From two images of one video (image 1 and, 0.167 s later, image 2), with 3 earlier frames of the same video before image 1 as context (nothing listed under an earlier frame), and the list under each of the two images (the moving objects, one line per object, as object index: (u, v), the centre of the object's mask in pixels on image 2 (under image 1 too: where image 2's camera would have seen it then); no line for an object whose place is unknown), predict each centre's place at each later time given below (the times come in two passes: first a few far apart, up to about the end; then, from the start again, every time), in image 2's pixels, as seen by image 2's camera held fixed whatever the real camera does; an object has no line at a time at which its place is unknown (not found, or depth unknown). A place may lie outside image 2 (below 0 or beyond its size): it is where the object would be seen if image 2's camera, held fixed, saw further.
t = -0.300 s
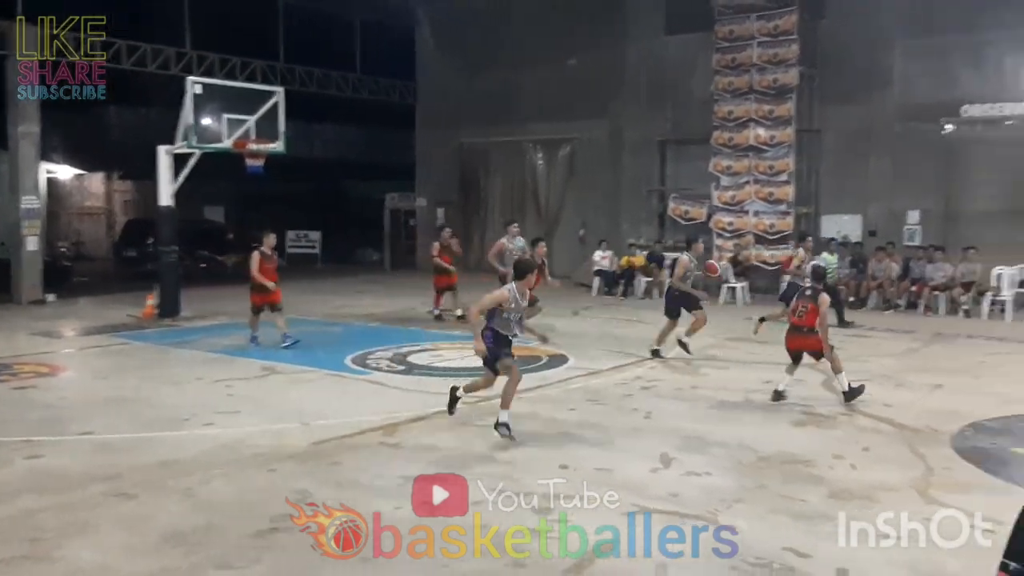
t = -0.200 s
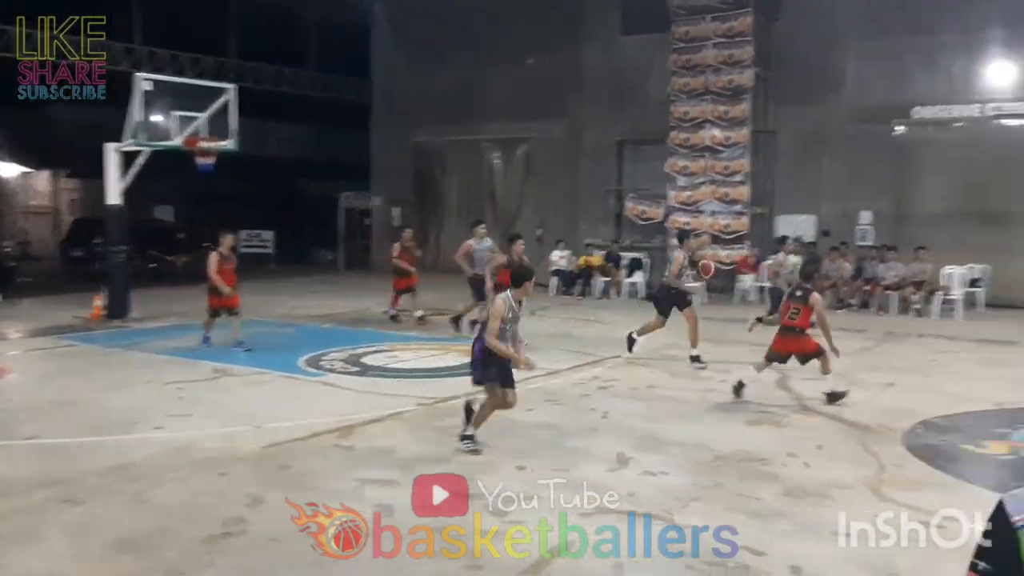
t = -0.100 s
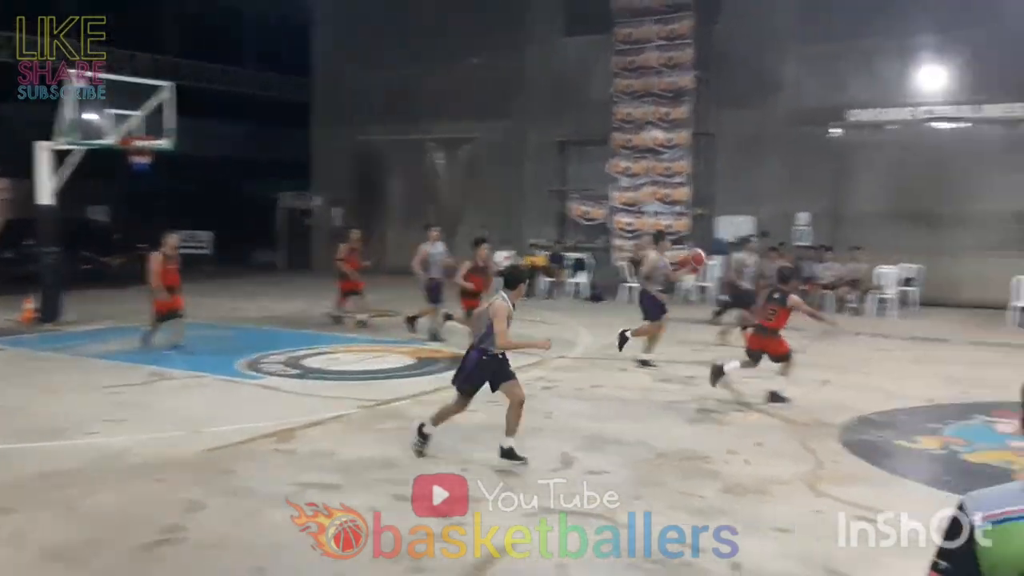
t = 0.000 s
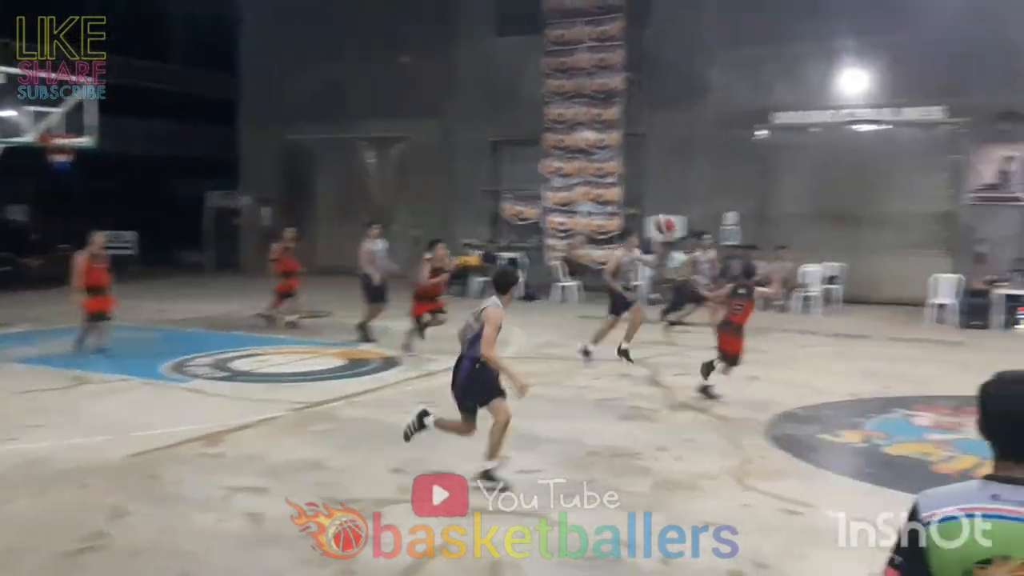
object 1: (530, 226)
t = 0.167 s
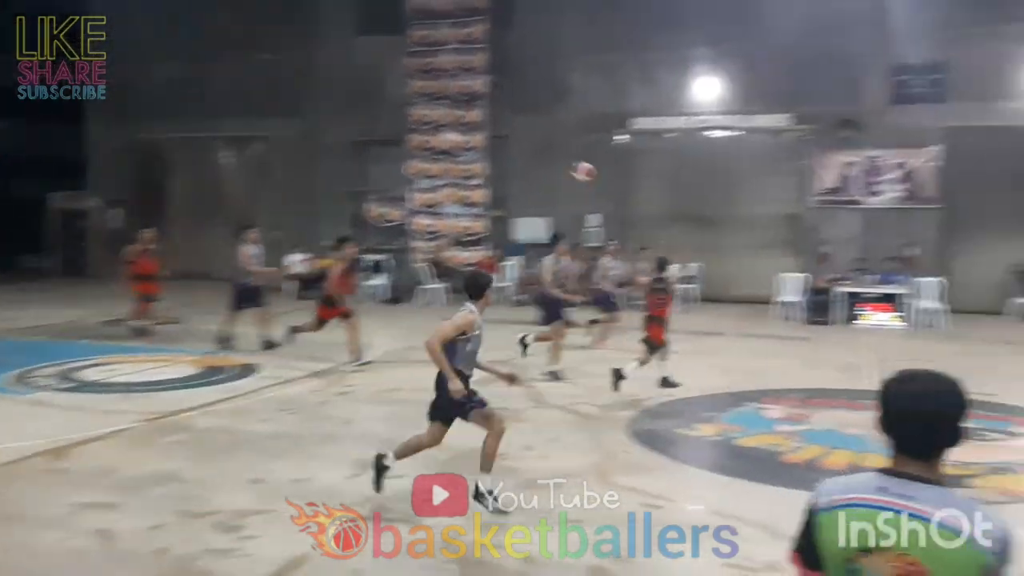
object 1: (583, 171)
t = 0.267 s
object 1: (624, 144)
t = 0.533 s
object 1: (750, 107)
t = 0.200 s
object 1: (595, 162)
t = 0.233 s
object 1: (609, 153)
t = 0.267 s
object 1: (624, 144)
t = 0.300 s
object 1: (639, 136)
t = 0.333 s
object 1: (648, 131)
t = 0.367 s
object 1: (664, 125)
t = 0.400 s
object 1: (679, 120)
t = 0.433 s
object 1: (694, 116)
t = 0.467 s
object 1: (712, 112)
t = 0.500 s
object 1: (731, 108)
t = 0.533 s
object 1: (750, 107)
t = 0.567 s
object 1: (770, 107)
